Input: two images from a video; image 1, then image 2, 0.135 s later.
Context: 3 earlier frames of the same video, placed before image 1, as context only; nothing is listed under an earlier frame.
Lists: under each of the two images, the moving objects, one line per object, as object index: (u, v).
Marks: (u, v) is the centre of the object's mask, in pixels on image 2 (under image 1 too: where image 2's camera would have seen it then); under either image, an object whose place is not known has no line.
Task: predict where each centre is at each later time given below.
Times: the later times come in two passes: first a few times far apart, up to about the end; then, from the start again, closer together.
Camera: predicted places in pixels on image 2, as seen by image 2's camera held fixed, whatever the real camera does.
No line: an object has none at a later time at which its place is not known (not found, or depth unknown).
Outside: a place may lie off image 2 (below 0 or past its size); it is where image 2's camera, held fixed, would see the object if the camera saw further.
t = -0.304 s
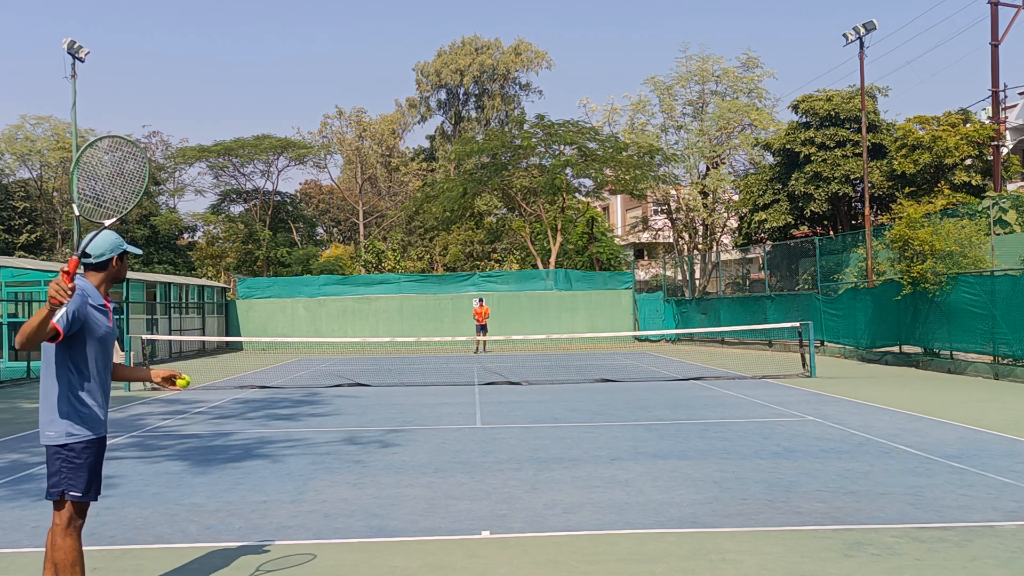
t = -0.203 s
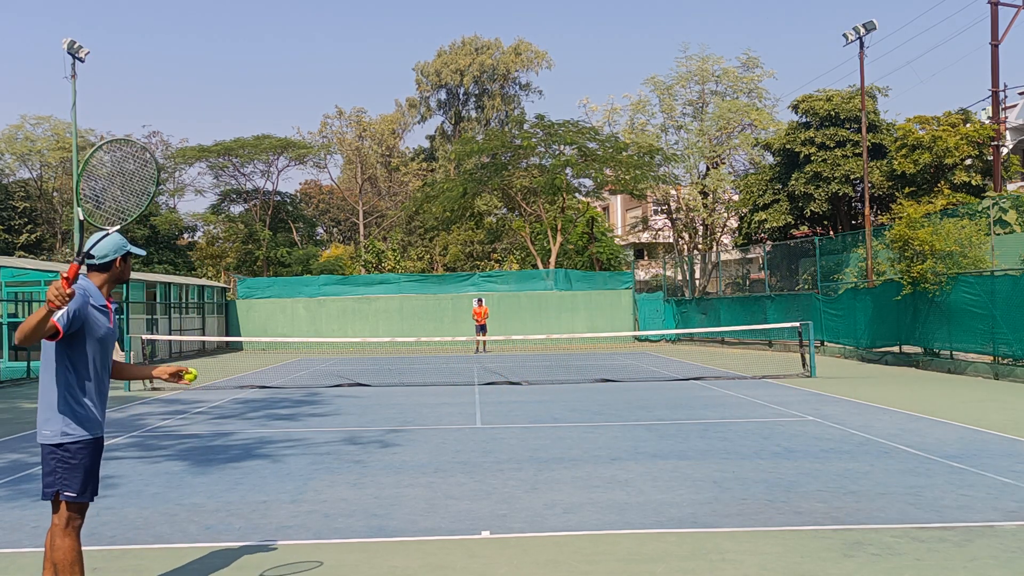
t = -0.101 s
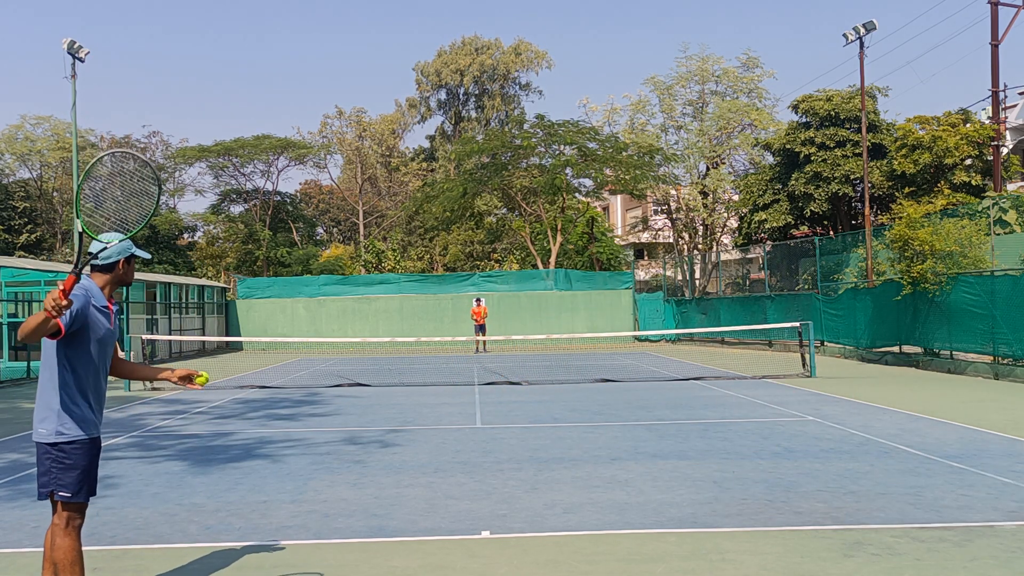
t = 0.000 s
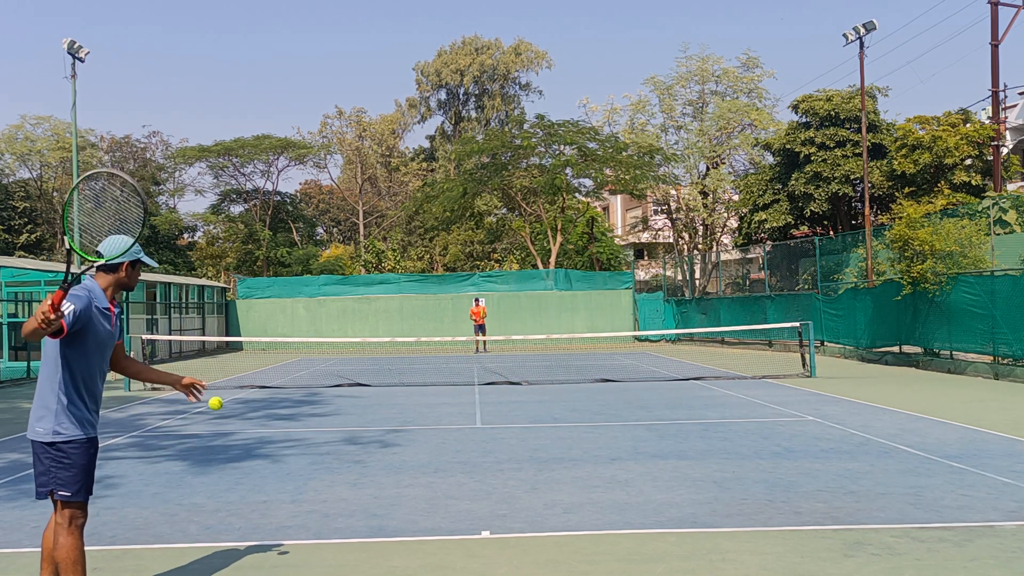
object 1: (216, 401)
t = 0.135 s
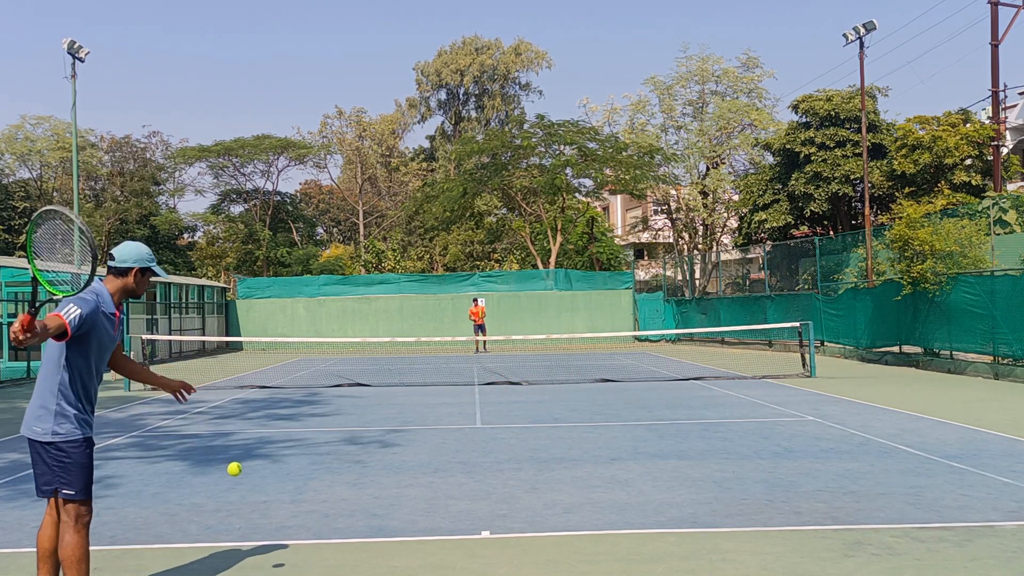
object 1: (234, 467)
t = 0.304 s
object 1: (258, 573)
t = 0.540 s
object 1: (285, 457)
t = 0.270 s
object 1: (254, 571)
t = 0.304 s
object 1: (258, 573)
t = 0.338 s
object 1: (262, 552)
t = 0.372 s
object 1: (266, 530)
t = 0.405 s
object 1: (270, 511)
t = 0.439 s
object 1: (274, 494)
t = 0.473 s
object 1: (278, 480)
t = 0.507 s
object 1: (281, 467)
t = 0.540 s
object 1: (285, 457)
